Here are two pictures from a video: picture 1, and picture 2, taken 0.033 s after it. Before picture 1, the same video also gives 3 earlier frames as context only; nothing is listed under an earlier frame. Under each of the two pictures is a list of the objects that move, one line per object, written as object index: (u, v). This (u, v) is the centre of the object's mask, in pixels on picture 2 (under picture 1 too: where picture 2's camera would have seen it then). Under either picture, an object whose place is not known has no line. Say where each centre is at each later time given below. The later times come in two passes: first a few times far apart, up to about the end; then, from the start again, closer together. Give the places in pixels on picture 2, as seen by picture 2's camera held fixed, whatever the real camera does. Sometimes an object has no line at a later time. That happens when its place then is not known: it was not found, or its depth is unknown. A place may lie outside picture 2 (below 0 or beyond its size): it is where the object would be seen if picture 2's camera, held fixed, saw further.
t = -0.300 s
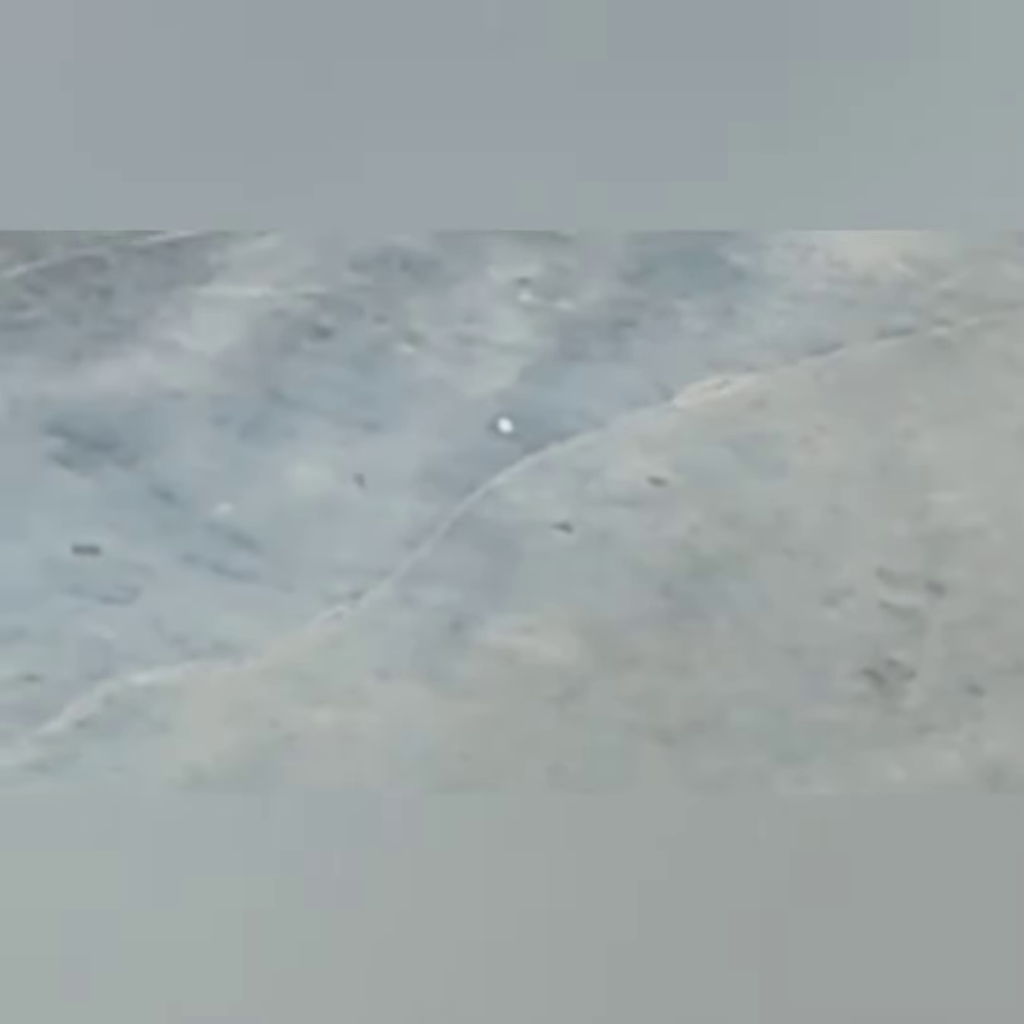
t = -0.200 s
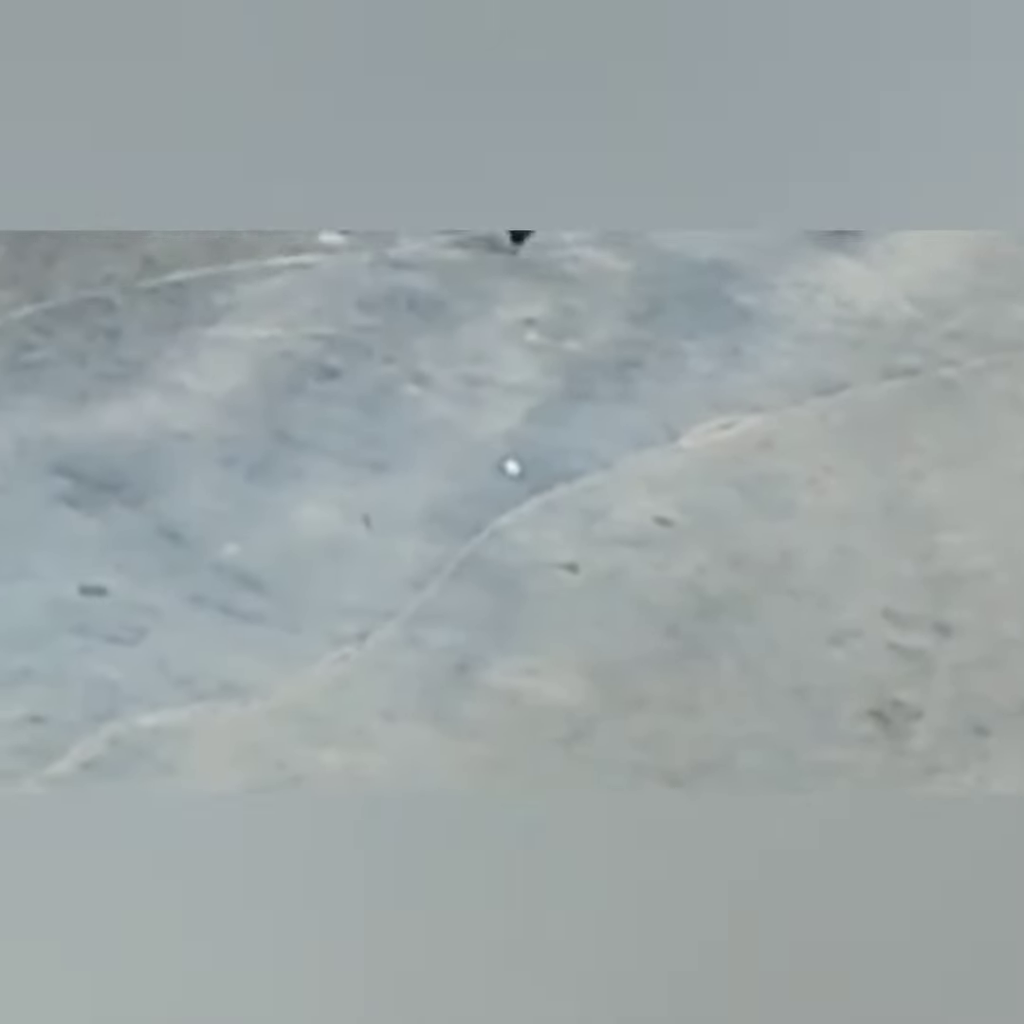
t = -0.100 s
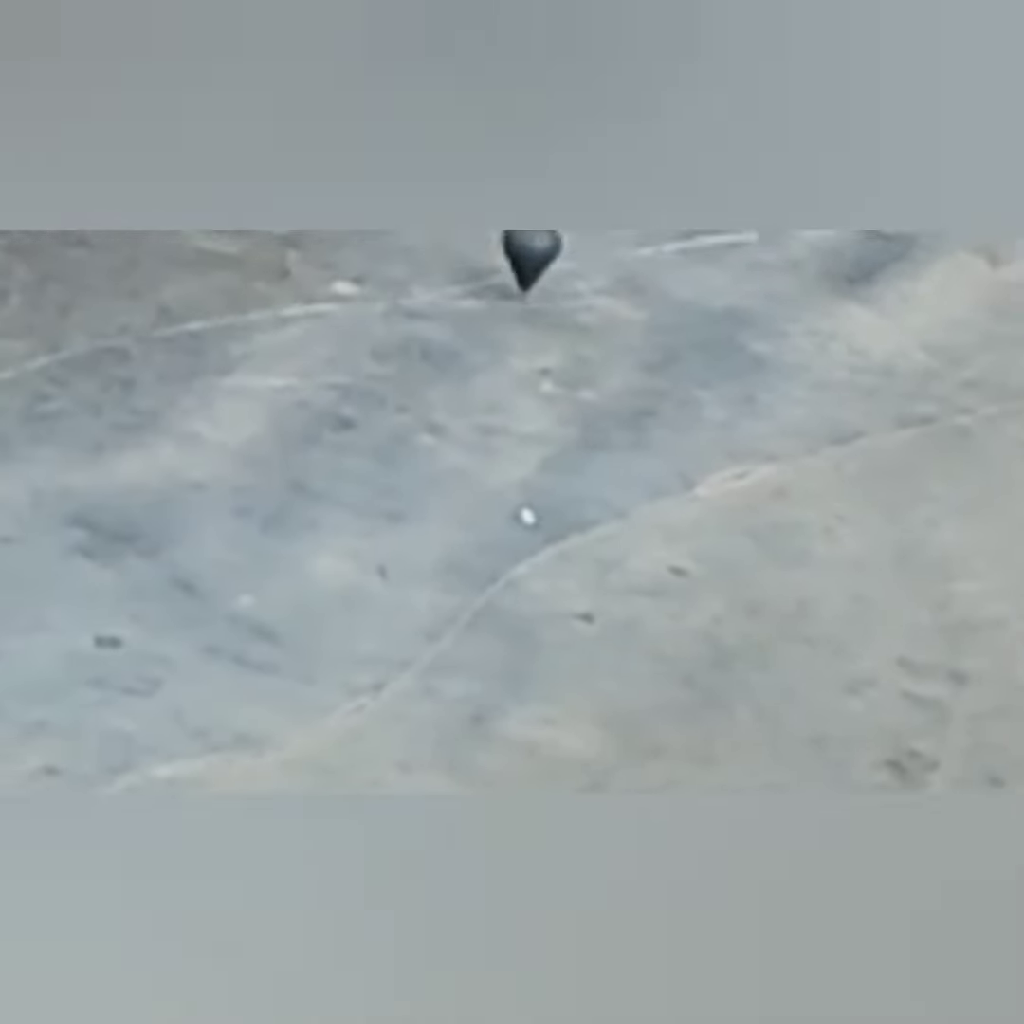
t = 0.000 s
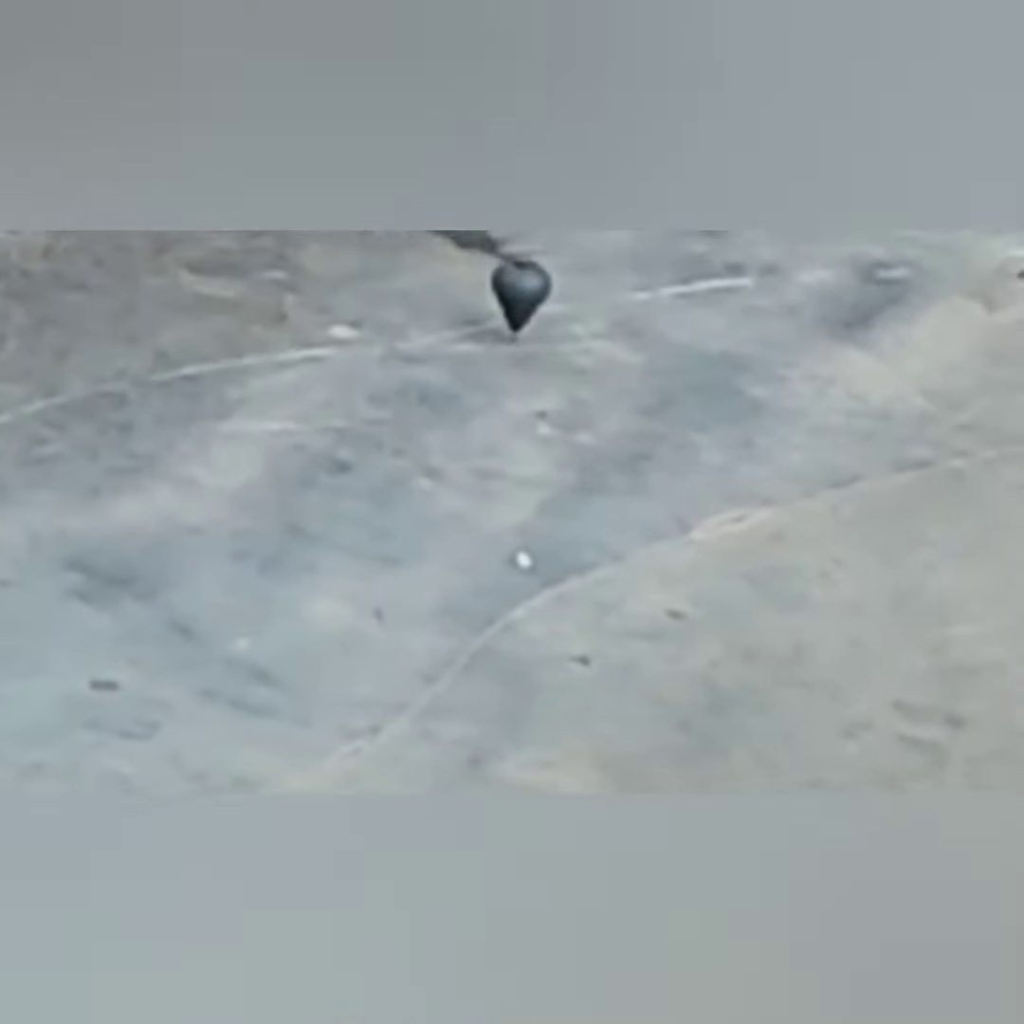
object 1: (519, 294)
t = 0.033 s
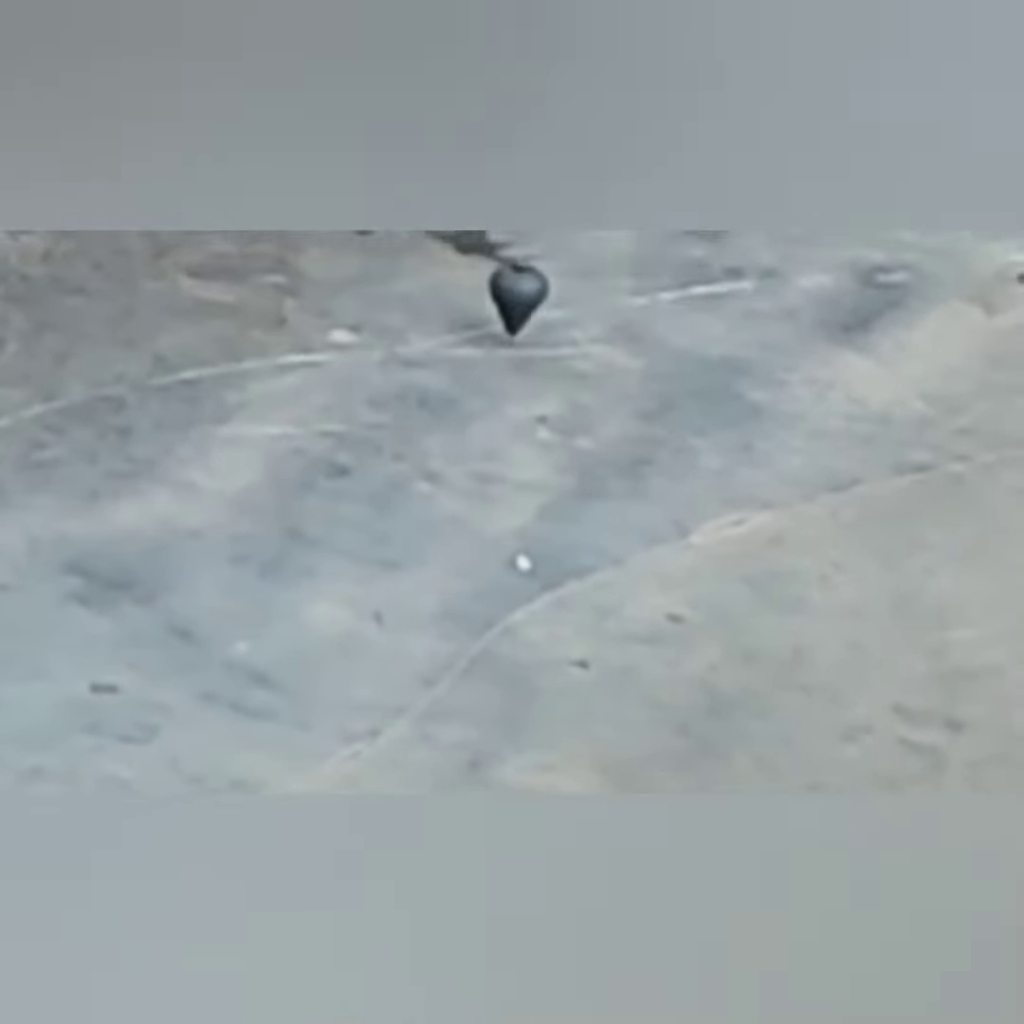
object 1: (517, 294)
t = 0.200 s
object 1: (504, 286)
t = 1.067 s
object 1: (455, 239)
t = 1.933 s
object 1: (396, 203)
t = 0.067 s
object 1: (515, 292)
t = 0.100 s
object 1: (512, 291)
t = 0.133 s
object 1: (510, 289)
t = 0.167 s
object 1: (507, 288)
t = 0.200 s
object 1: (504, 286)
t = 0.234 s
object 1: (502, 285)
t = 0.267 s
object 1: (501, 283)
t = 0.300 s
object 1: (499, 281)
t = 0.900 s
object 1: (469, 247)
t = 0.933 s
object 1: (467, 246)
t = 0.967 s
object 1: (462, 244)
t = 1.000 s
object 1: (459, 242)
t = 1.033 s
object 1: (457, 241)
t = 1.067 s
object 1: (455, 239)
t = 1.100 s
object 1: (452, 238)
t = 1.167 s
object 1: (449, 242)
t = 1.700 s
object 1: (404, 209)
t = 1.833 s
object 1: (398, 206)
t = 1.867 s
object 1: (396, 203)
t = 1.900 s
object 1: (397, 203)
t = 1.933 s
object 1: (396, 203)
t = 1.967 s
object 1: (395, 202)
